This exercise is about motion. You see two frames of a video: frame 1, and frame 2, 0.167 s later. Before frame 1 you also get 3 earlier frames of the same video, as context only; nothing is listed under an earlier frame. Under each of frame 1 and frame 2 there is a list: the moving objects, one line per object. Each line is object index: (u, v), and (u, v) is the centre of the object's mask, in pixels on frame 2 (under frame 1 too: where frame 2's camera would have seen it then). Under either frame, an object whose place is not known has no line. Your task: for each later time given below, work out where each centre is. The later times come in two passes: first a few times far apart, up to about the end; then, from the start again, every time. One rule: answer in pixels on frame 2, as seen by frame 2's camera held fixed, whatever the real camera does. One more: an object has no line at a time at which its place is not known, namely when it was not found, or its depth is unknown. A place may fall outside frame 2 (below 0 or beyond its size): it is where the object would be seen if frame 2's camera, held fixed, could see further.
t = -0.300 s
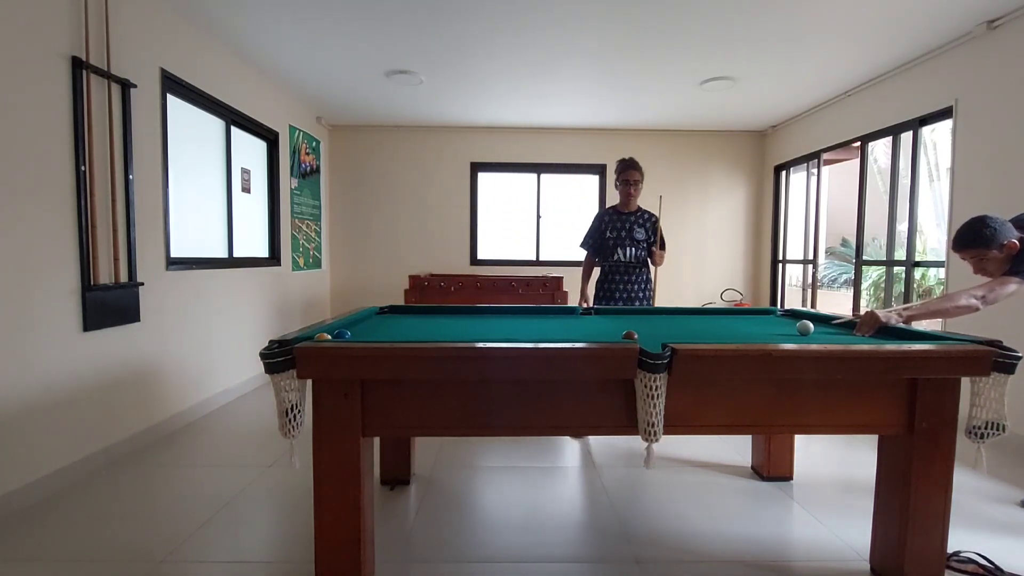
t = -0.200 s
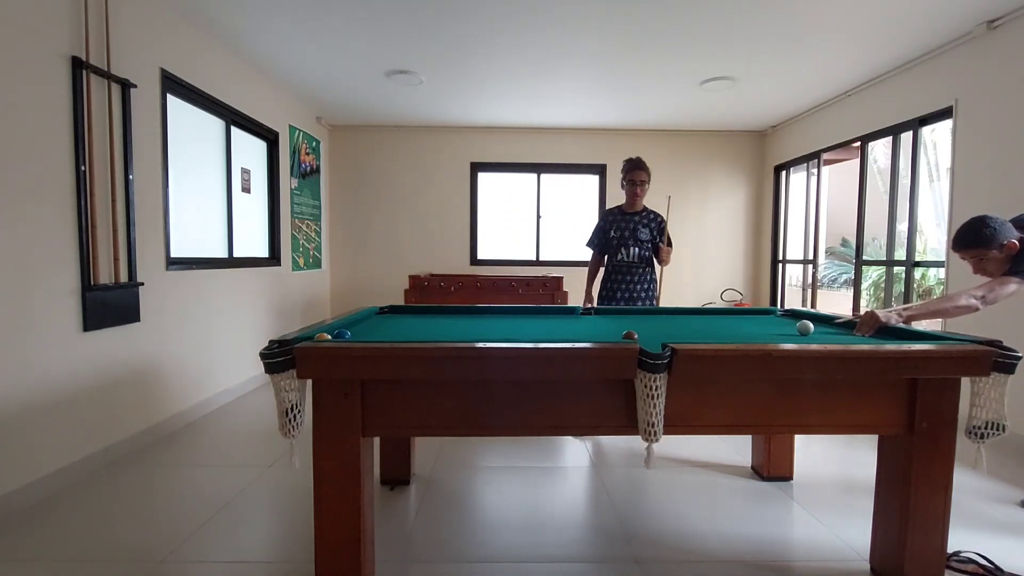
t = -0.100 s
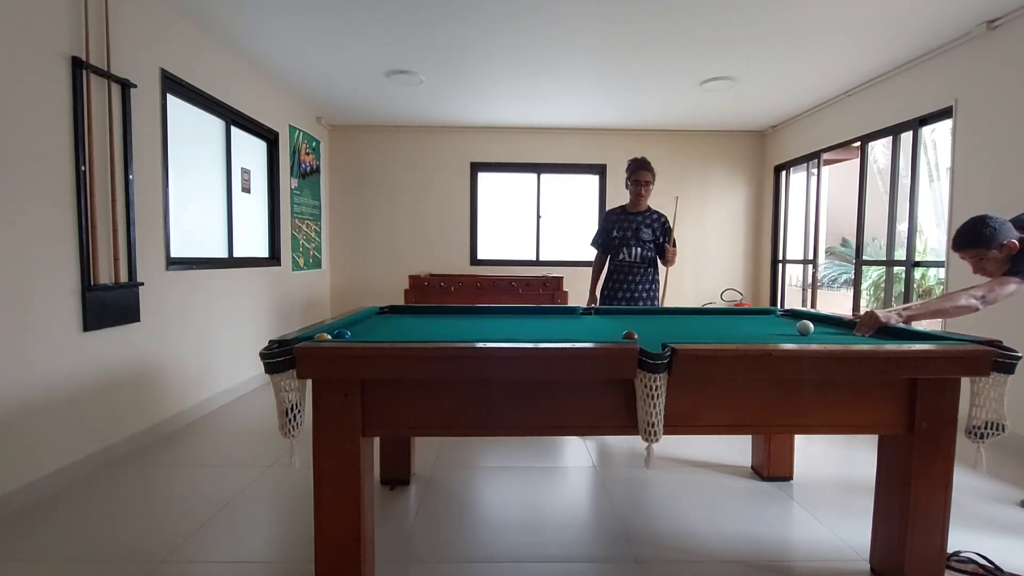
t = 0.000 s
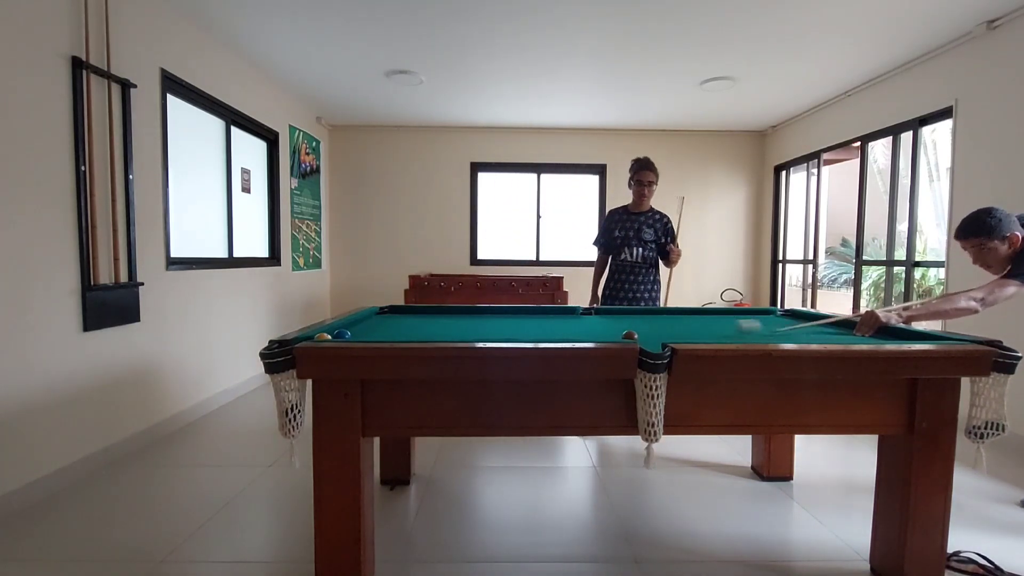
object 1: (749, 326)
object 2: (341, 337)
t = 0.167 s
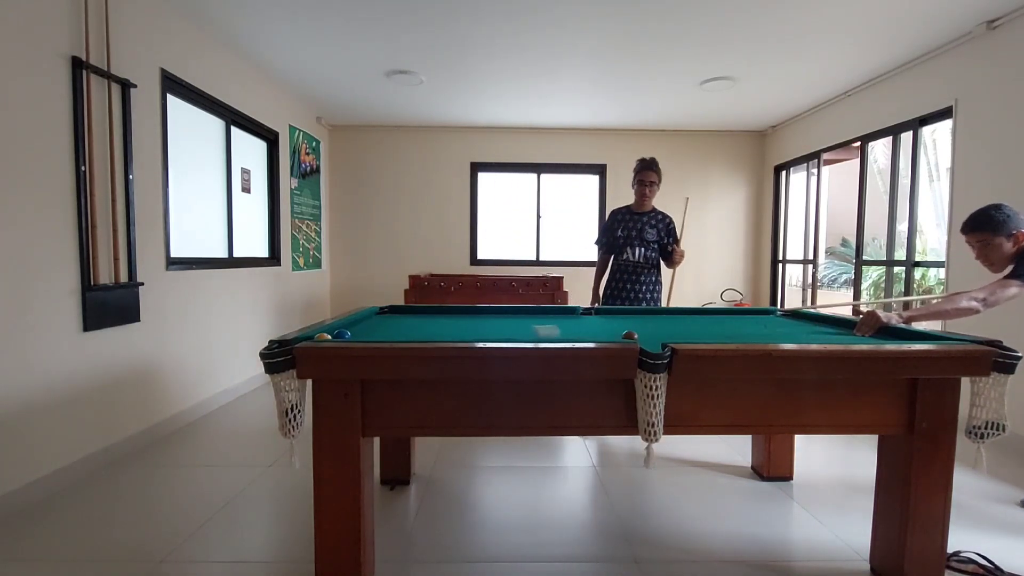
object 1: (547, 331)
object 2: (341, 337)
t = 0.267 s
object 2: (341, 336)
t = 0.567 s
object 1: (357, 333)
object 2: (455, 332)
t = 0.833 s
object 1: (354, 325)
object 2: (562, 328)
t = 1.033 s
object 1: (360, 321)
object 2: (632, 325)
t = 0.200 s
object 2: (341, 336)
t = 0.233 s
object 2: (341, 337)
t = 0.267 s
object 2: (341, 336)
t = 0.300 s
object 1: (369, 334)
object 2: (341, 336)
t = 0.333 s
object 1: (345, 335)
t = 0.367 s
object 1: (343, 336)
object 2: (358, 333)
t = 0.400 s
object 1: (347, 335)
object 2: (373, 335)
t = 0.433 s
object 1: (351, 335)
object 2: (392, 334)
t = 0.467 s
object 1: (354, 334)
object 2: (409, 333)
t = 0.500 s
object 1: (356, 334)
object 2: (424, 333)
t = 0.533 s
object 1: (357, 333)
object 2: (440, 332)
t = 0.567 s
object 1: (357, 333)
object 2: (455, 332)
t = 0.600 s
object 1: (357, 332)
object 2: (469, 331)
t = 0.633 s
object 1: (357, 332)
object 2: (483, 331)
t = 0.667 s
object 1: (356, 331)
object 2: (498, 331)
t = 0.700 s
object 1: (356, 330)
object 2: (511, 330)
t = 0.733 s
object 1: (356, 329)
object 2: (524, 330)
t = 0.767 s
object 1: (355, 328)
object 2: (537, 329)
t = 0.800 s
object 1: (355, 327)
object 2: (550, 329)
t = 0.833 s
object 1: (354, 325)
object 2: (562, 328)
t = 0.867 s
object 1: (354, 324)
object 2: (575, 328)
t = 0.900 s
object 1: (352, 323)
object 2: (587, 327)
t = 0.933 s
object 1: (353, 322)
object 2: (598, 327)
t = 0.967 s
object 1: (356, 322)
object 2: (610, 326)
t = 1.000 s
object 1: (358, 321)
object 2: (621, 325)
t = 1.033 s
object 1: (360, 321)
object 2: (632, 325)
